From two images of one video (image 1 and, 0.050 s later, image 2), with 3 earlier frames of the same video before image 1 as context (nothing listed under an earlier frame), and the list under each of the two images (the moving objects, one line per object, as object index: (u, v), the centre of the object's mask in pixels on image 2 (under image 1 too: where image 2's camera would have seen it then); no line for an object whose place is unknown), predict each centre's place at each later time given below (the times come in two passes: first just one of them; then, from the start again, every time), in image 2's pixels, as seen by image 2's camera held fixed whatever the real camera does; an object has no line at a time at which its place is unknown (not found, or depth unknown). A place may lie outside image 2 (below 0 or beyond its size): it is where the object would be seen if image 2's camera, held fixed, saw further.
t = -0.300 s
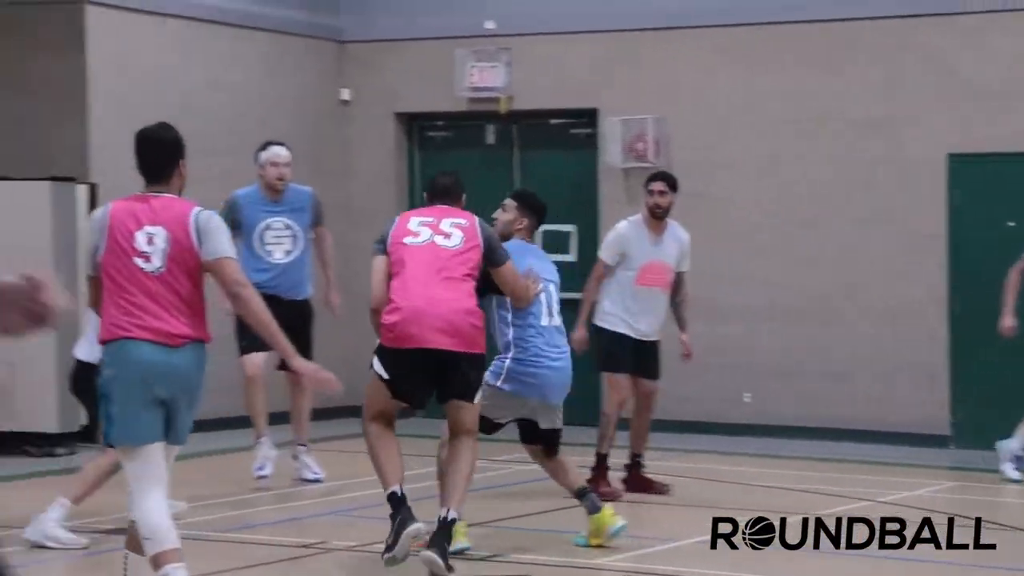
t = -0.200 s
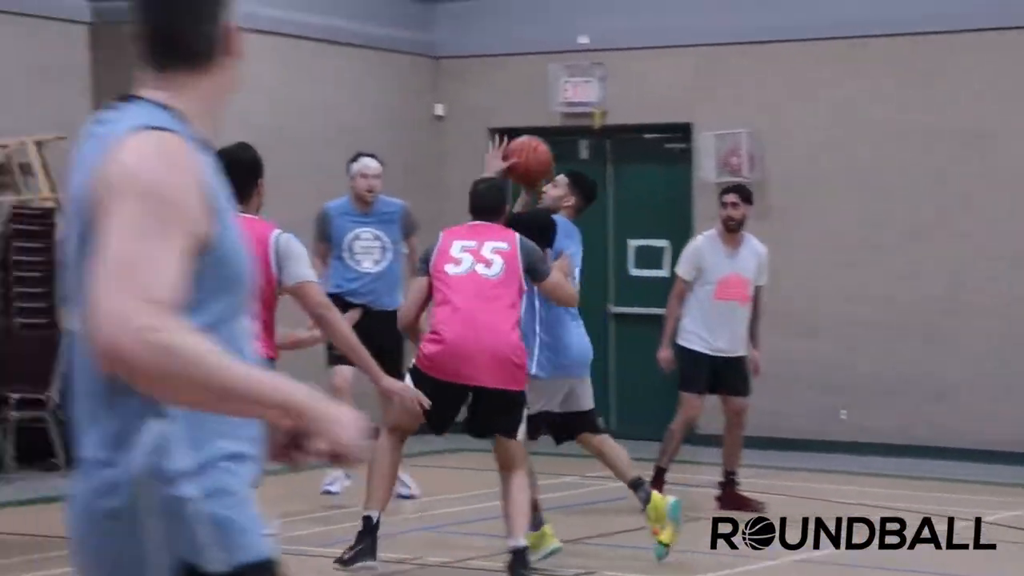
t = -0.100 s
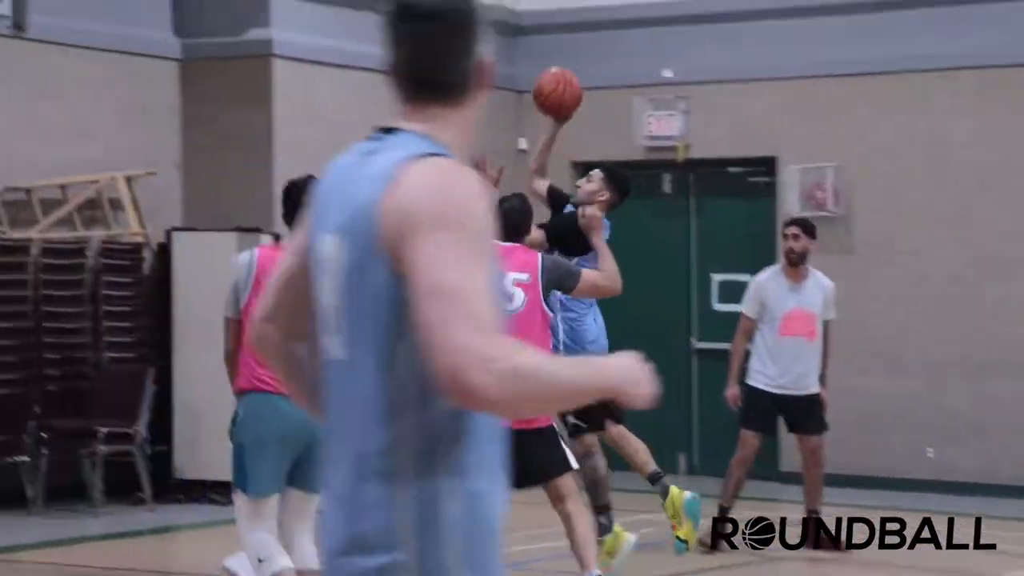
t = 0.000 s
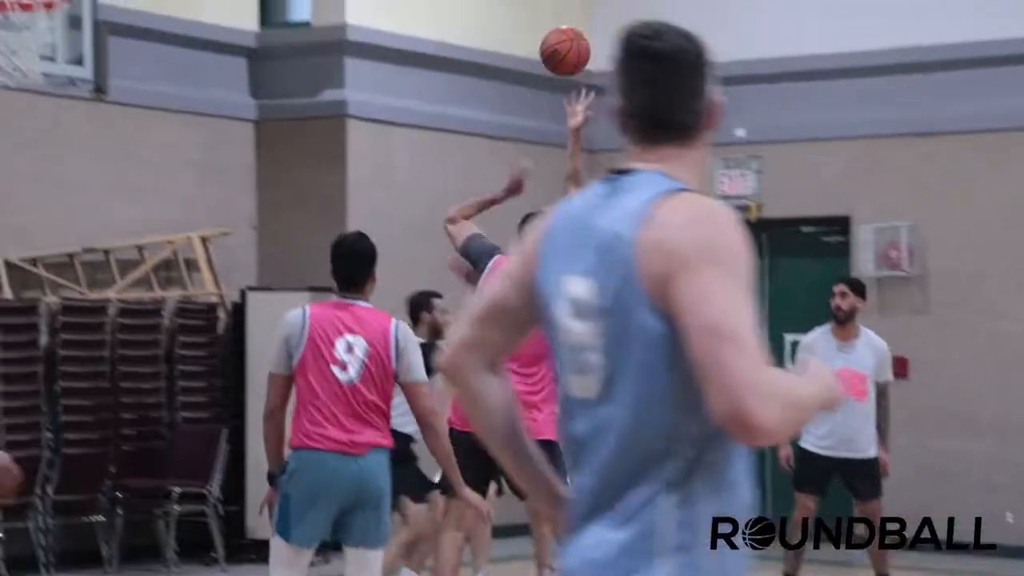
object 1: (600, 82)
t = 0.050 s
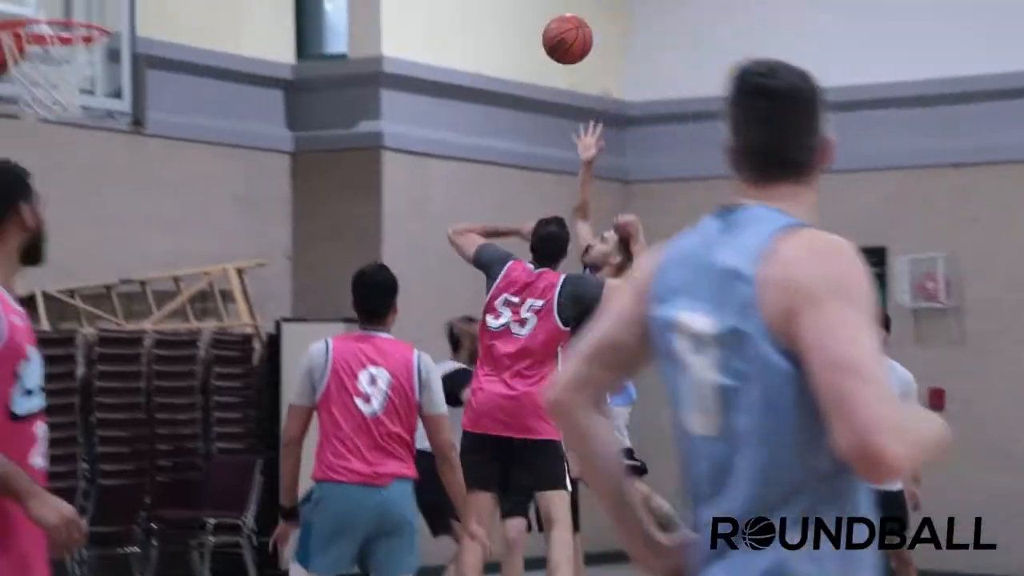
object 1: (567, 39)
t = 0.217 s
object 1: (460, -68)
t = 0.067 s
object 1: (557, 26)
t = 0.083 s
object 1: (546, 13)
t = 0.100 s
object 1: (536, 1)
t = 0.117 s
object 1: (525, -10)
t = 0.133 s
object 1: (514, -22)
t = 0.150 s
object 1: (503, -32)
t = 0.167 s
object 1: (493, -42)
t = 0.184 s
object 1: (482, -51)
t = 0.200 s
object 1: (471, -60)
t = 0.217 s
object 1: (460, -68)
